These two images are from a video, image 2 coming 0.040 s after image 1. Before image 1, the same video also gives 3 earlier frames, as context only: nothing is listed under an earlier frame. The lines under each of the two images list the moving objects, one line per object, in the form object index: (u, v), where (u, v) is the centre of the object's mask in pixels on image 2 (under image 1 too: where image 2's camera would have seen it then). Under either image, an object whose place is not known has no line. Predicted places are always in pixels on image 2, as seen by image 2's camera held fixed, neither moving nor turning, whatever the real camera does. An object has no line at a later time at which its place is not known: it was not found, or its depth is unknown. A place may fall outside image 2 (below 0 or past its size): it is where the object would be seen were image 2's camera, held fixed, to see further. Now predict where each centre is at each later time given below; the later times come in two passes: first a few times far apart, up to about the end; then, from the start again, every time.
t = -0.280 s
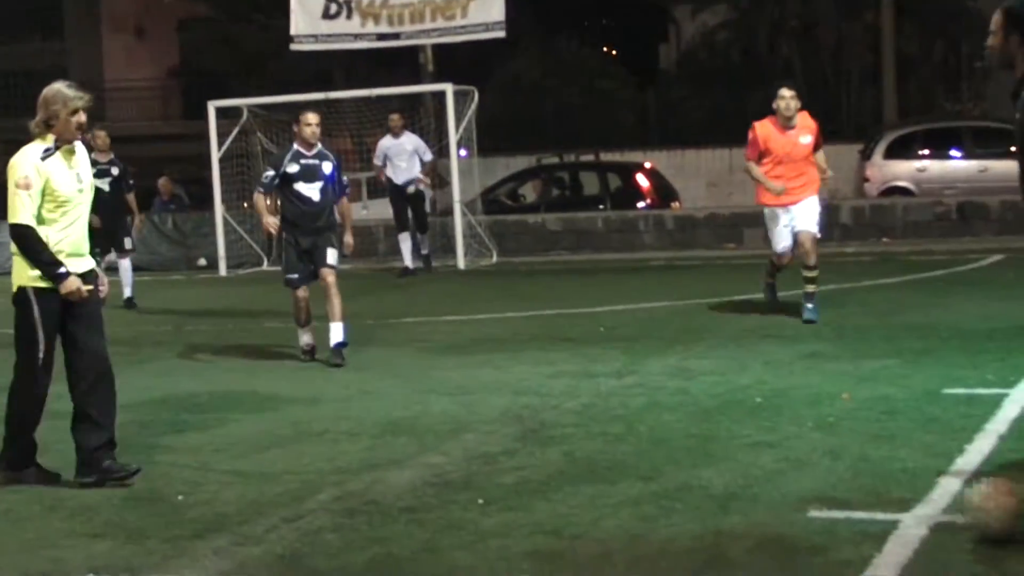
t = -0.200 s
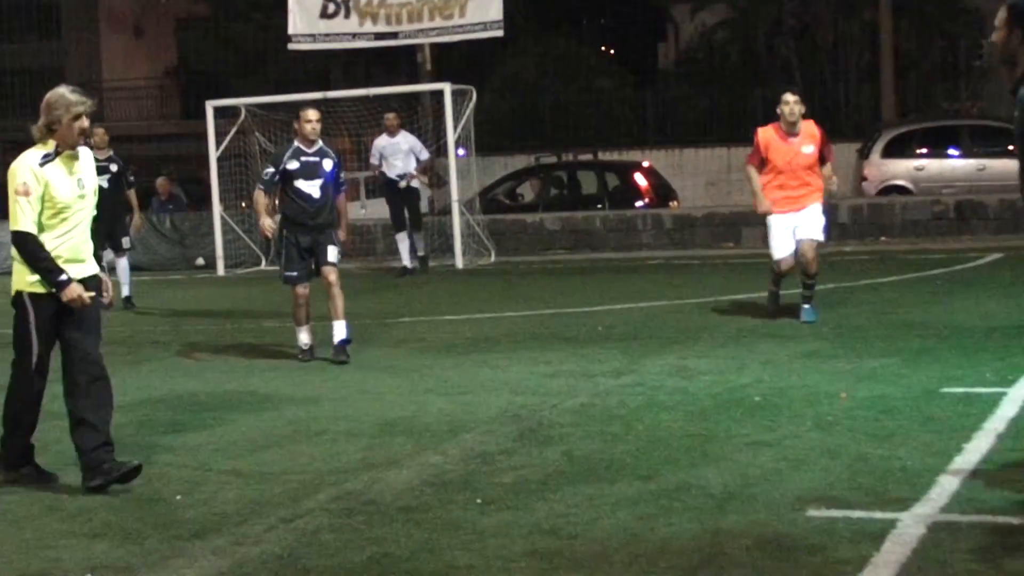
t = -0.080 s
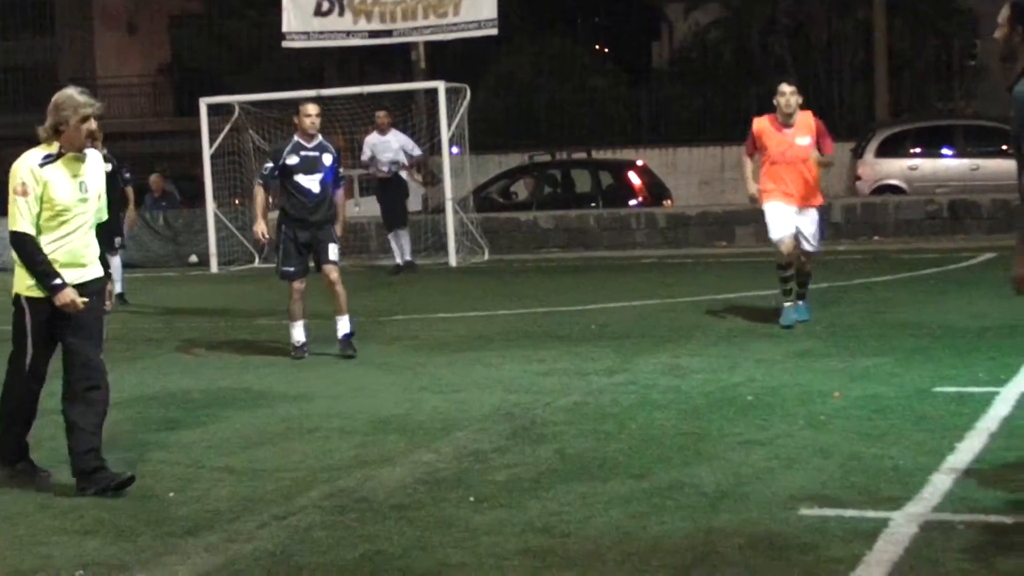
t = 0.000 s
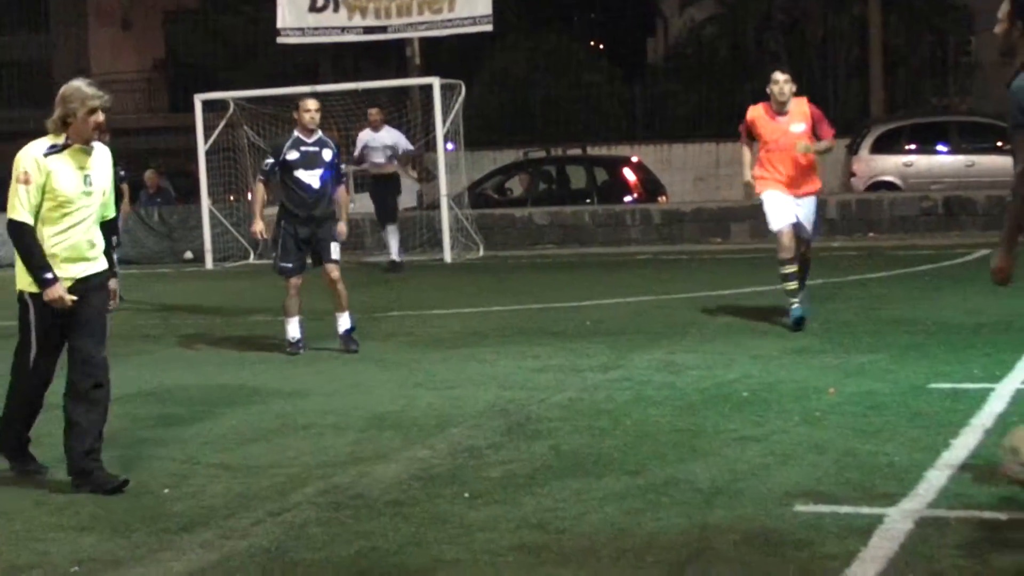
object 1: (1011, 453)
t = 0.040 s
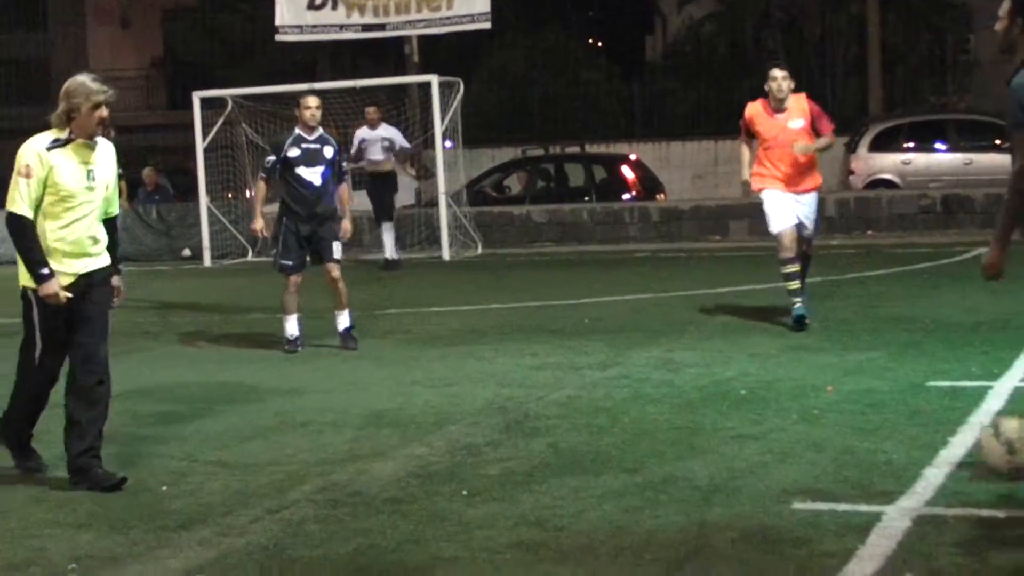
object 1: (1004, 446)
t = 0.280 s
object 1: (870, 500)
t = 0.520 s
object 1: (800, 539)
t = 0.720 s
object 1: (766, 560)
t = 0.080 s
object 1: (987, 444)
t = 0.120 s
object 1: (962, 444)
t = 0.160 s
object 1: (937, 450)
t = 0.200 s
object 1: (914, 461)
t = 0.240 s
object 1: (893, 478)
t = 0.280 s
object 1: (870, 500)
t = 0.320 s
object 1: (846, 529)
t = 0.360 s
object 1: (825, 549)
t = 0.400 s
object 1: (818, 543)
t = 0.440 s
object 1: (812, 536)
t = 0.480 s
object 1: (806, 534)
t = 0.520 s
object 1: (800, 539)
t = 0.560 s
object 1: (794, 548)
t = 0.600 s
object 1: (788, 557)
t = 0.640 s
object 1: (783, 557)
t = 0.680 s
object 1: (775, 557)
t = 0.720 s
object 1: (766, 560)
